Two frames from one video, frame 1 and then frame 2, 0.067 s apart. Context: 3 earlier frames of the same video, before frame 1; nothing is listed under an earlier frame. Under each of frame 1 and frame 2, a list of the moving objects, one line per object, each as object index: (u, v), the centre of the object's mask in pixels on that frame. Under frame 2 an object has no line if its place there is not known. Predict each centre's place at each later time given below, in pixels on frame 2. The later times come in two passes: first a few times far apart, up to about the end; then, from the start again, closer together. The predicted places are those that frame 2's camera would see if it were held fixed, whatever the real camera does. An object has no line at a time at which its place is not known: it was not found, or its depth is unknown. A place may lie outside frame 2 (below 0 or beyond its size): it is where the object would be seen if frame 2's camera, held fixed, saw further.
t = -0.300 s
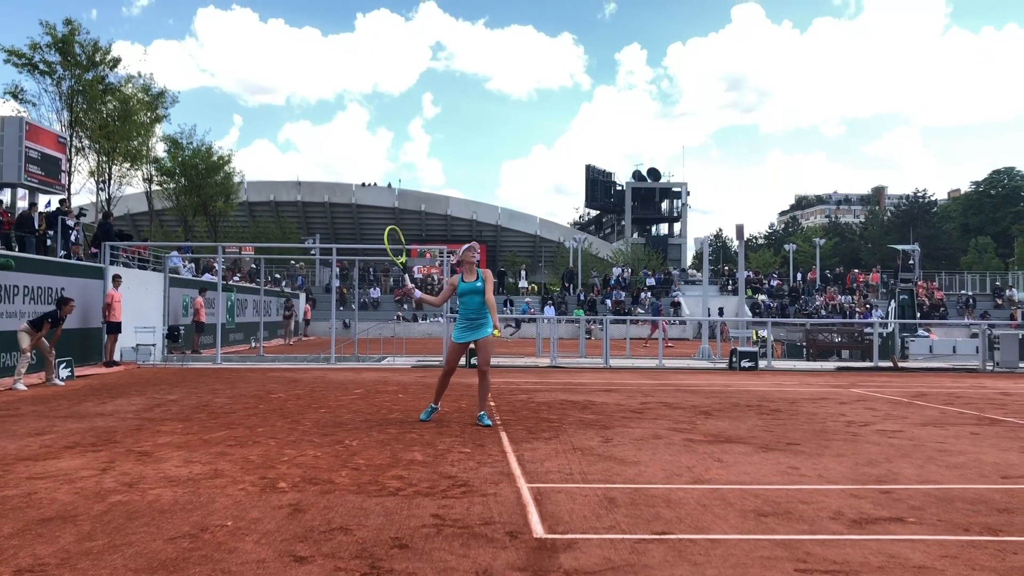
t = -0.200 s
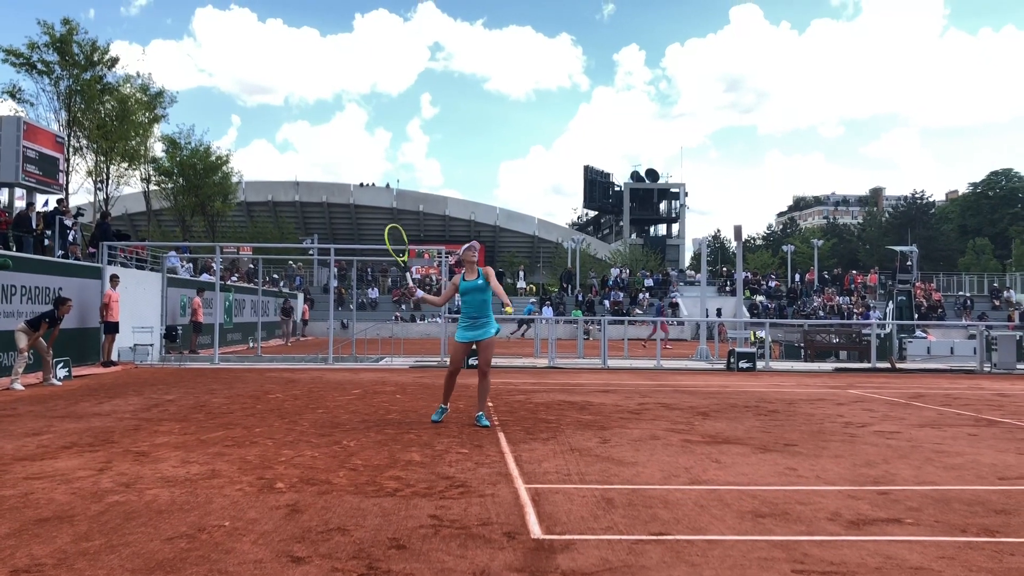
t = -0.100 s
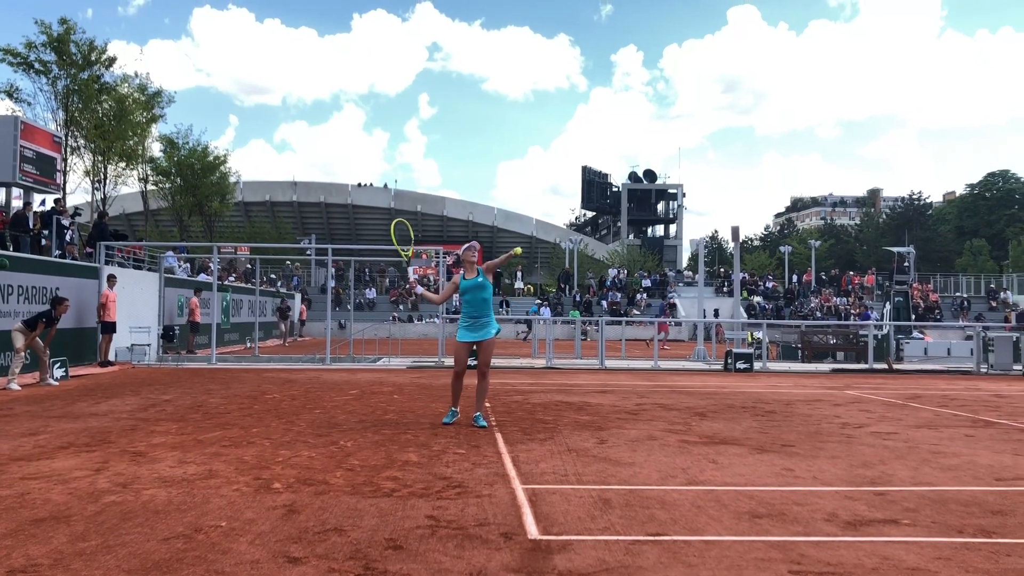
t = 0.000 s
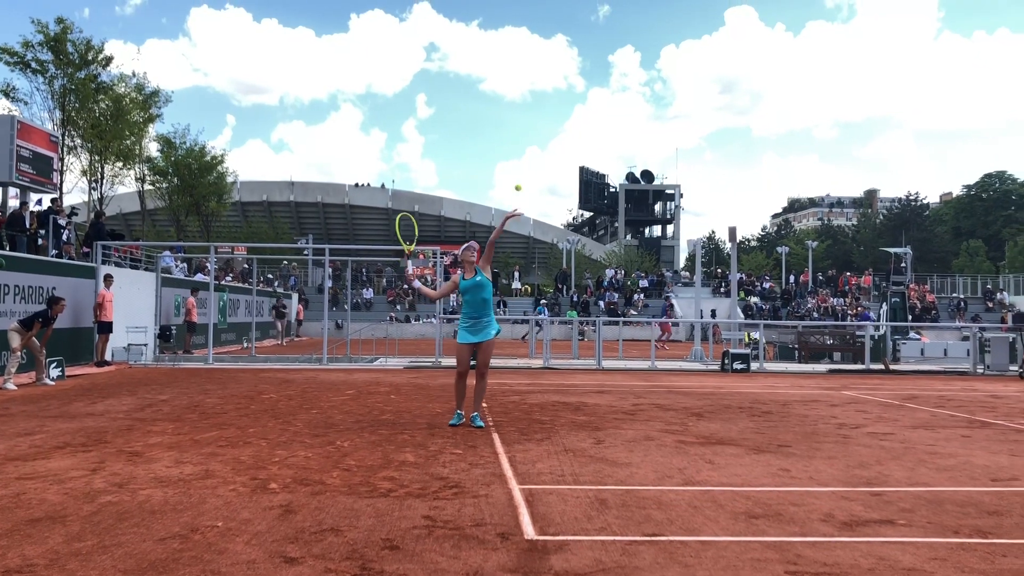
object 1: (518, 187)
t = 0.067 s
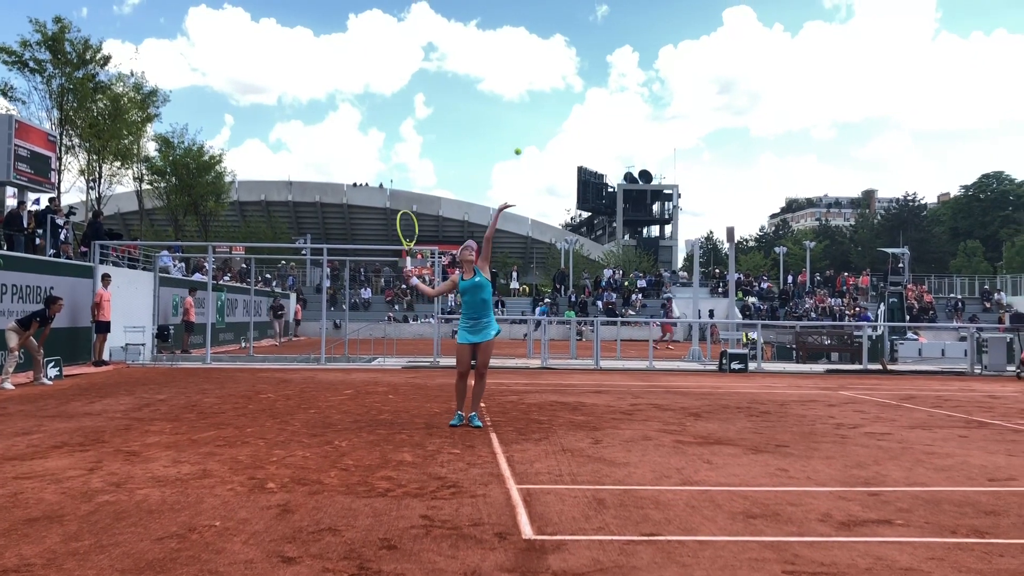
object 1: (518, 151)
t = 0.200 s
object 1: (520, 93)
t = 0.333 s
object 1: (523, 56)
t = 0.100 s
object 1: (518, 135)
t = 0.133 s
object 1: (519, 120)
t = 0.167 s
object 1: (519, 106)
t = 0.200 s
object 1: (520, 93)
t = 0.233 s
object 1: (521, 82)
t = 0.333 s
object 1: (523, 56)
